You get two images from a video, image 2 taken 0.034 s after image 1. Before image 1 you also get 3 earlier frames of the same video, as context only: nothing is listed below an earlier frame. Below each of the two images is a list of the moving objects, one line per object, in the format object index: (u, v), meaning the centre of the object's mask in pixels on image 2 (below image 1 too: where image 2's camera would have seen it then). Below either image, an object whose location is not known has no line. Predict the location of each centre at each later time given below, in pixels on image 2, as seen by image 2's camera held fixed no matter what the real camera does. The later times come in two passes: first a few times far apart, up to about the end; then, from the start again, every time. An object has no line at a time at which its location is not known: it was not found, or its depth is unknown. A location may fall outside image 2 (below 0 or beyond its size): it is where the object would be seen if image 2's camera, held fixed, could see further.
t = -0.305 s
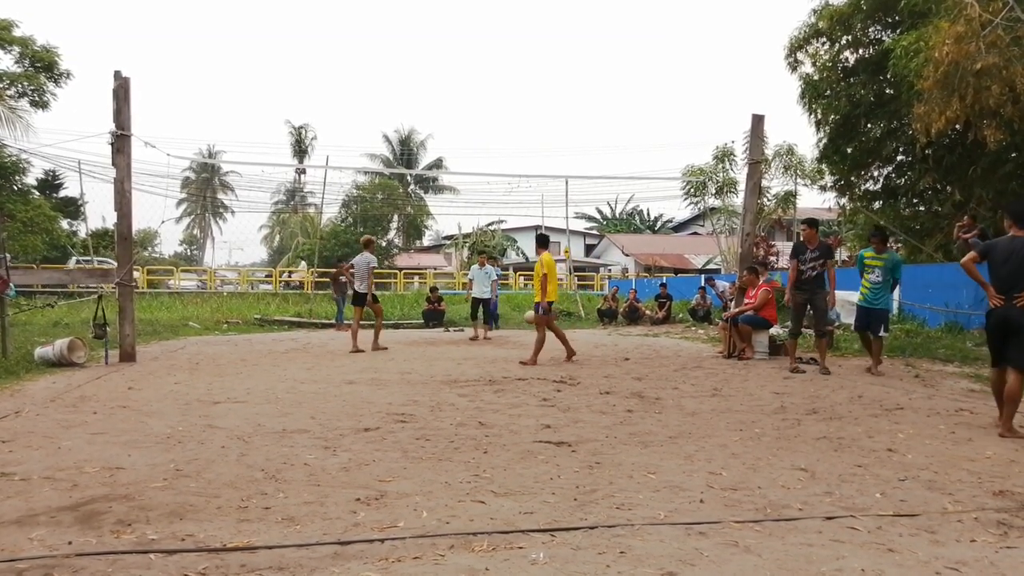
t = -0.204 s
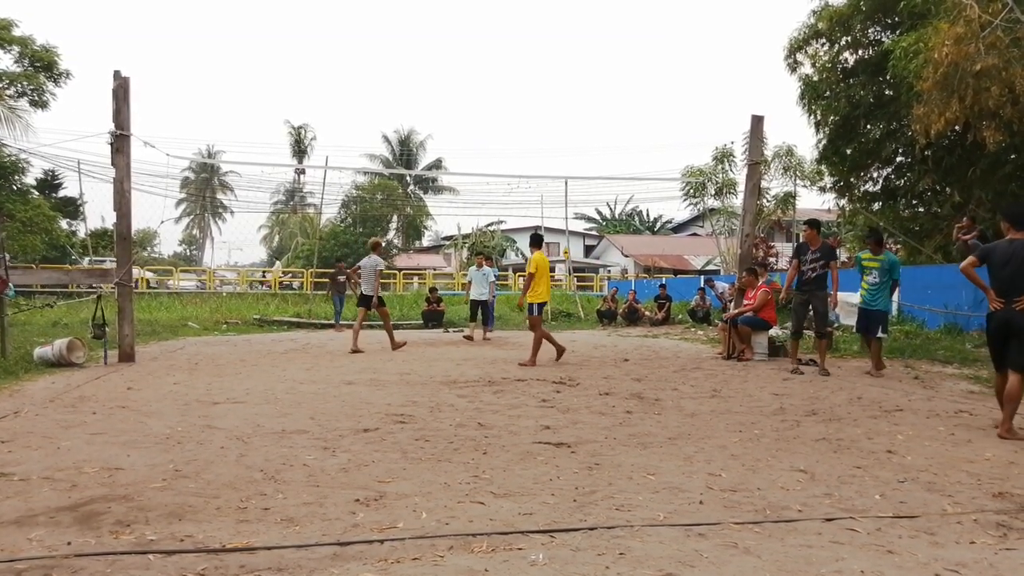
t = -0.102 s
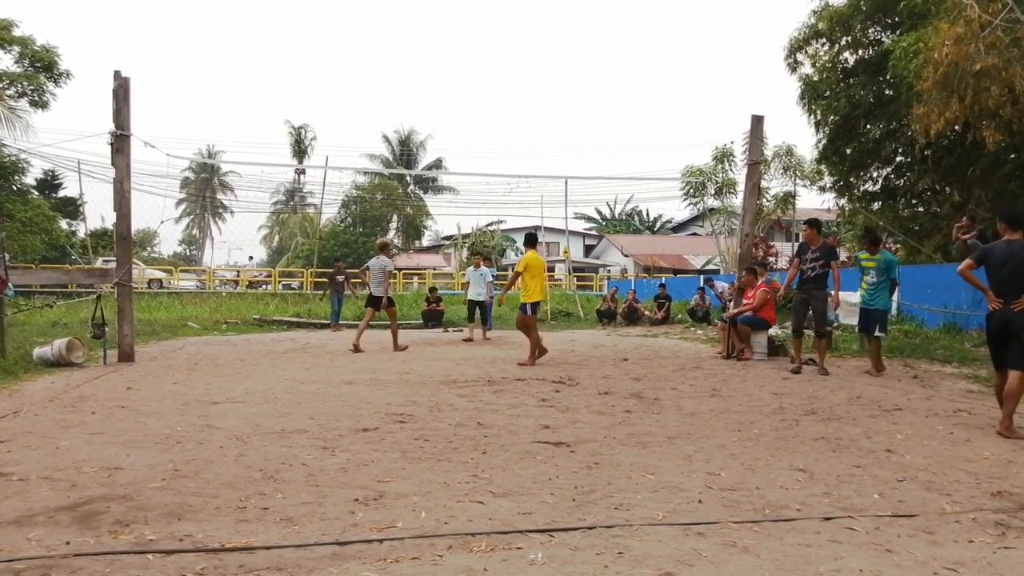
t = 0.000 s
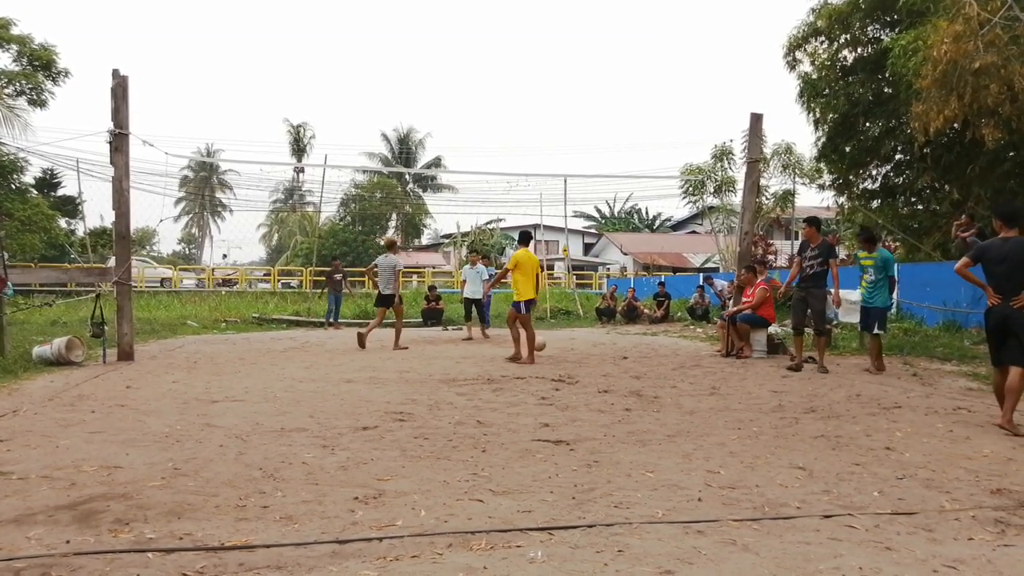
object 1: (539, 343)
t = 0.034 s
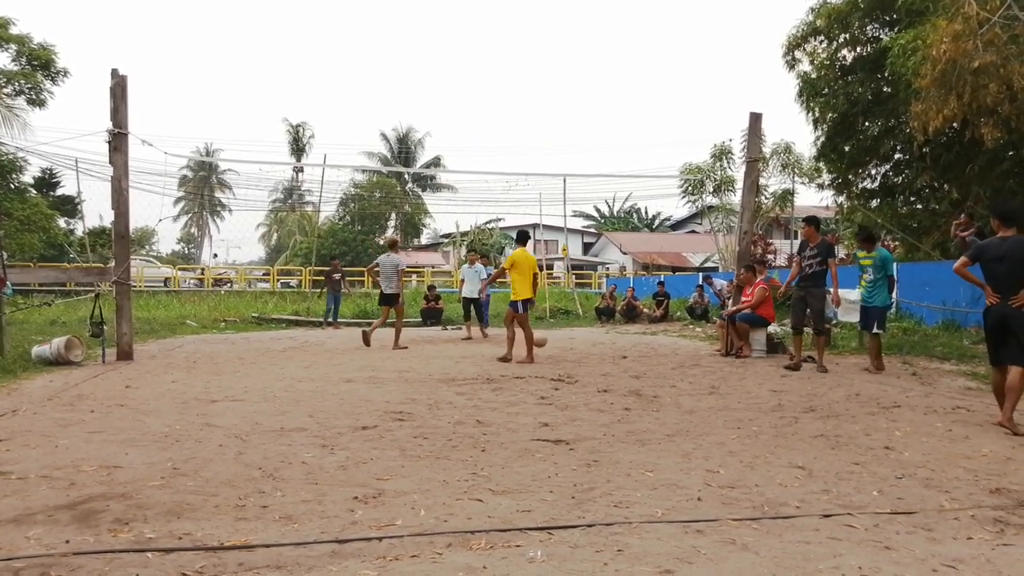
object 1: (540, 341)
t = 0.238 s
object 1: (550, 337)
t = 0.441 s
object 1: (561, 357)
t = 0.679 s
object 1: (572, 367)
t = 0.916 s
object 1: (589, 377)
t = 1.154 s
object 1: (607, 389)
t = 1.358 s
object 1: (625, 396)
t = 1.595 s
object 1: (648, 394)
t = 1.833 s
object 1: (676, 419)
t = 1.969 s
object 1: (693, 440)
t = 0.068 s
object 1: (541, 337)
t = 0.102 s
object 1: (543, 335)
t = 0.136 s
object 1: (545, 334)
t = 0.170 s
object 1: (546, 334)
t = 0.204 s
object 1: (548, 335)
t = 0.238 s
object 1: (550, 337)
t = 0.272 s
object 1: (552, 340)
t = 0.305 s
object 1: (554, 343)
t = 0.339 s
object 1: (556, 348)
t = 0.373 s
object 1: (558, 354)
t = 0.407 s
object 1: (559, 360)
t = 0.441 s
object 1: (561, 357)
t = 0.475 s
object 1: (563, 355)
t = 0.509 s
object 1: (564, 354)
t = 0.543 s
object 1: (566, 354)
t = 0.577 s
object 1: (567, 356)
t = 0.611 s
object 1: (569, 358)
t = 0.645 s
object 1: (570, 361)
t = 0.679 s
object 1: (572, 367)
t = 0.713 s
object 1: (574, 368)
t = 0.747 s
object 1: (576, 367)
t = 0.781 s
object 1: (579, 368)
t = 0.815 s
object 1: (581, 370)
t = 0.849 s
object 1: (584, 373)
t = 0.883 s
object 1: (586, 377)
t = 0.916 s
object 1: (589, 377)
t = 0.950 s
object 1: (591, 378)
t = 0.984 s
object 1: (594, 380)
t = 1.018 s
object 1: (597, 383)
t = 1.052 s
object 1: (599, 384)
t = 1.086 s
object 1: (601, 386)
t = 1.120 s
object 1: (604, 386)
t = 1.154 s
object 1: (607, 389)
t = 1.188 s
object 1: (609, 393)
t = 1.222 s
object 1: (612, 391)
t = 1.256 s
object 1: (615, 390)
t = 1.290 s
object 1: (618, 390)
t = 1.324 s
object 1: (621, 392)
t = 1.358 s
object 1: (625, 396)
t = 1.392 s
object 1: (628, 401)
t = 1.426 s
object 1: (631, 403)
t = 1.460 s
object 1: (635, 398)
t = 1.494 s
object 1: (638, 395)
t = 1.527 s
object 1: (641, 394)
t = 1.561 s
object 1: (644, 393)
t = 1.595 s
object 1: (648, 394)
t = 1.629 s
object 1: (652, 397)
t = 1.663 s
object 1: (656, 402)
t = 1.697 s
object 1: (660, 409)
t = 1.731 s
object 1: (664, 419)
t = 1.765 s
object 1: (668, 421)
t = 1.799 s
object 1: (671, 419)
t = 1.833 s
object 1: (676, 419)
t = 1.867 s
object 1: (679, 421)
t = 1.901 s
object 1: (684, 426)
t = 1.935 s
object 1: (688, 432)
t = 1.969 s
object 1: (693, 440)
